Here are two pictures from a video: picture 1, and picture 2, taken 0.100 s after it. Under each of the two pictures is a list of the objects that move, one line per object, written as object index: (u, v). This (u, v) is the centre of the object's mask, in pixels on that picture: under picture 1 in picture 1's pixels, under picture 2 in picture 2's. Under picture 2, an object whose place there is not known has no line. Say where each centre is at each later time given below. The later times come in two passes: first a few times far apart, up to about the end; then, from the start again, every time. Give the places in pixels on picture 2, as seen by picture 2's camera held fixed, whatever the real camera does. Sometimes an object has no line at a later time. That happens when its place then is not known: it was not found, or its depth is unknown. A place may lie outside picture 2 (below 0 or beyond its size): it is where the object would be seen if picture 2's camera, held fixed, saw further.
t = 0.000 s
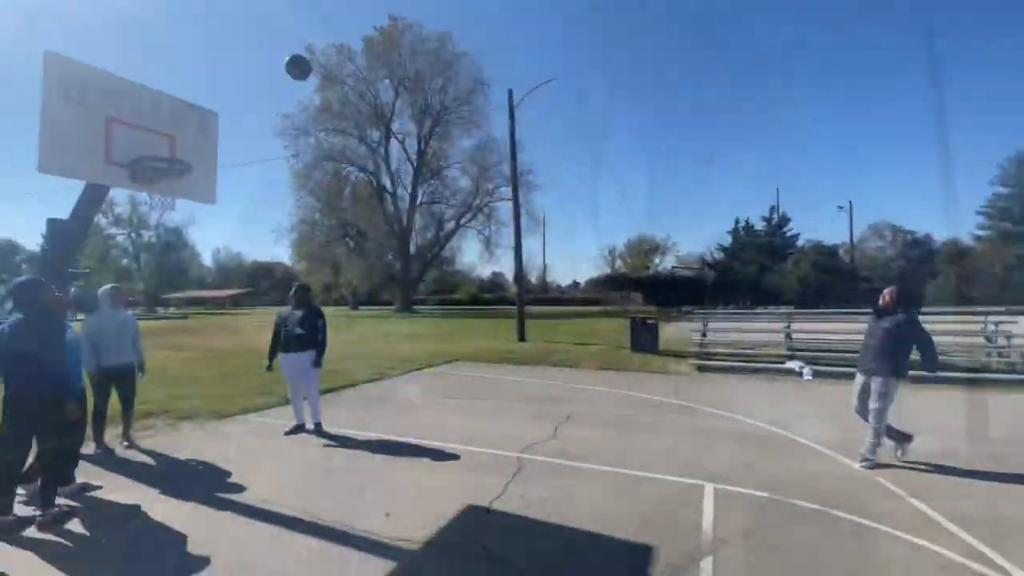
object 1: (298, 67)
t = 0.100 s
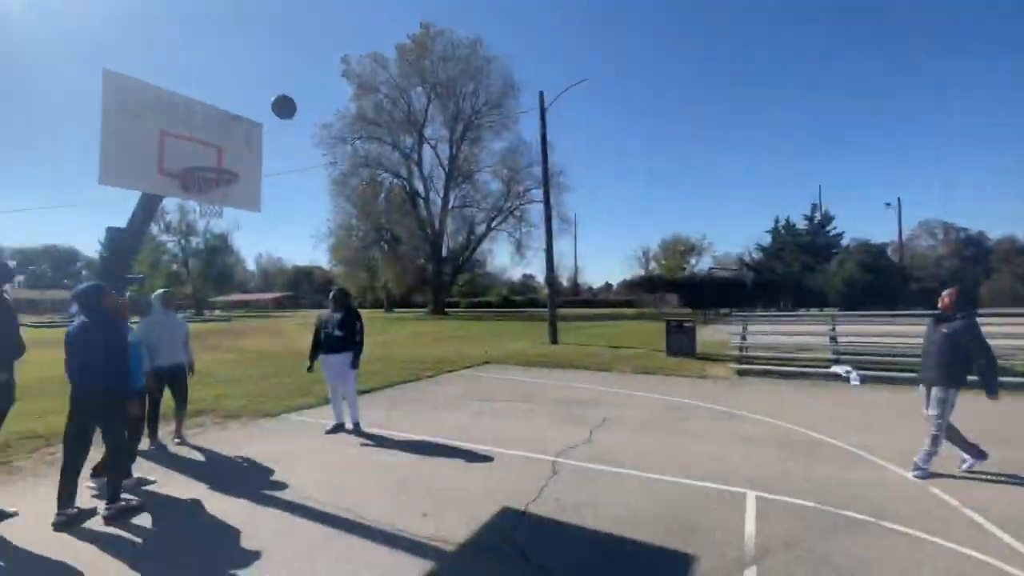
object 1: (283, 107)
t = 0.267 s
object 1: (210, 167)
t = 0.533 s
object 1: (271, 135)
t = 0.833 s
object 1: (374, 184)
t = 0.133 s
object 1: (268, 119)
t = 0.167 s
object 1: (252, 132)
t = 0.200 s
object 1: (236, 147)
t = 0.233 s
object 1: (221, 160)
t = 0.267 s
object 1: (210, 167)
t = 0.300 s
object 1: (219, 162)
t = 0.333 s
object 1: (226, 157)
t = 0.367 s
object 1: (233, 151)
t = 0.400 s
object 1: (240, 146)
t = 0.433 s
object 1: (248, 142)
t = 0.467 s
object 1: (256, 139)
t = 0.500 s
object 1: (263, 136)
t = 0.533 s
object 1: (271, 135)
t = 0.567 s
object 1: (280, 134)
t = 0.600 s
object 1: (289, 135)
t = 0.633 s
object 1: (299, 136)
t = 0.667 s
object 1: (309, 139)
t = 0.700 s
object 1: (320, 144)
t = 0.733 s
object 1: (332, 151)
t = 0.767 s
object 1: (346, 160)
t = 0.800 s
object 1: (359, 171)
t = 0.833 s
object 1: (374, 184)
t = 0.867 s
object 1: (393, 202)
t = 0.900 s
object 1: (407, 223)
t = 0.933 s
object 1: (427, 245)
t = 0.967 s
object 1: (446, 273)
